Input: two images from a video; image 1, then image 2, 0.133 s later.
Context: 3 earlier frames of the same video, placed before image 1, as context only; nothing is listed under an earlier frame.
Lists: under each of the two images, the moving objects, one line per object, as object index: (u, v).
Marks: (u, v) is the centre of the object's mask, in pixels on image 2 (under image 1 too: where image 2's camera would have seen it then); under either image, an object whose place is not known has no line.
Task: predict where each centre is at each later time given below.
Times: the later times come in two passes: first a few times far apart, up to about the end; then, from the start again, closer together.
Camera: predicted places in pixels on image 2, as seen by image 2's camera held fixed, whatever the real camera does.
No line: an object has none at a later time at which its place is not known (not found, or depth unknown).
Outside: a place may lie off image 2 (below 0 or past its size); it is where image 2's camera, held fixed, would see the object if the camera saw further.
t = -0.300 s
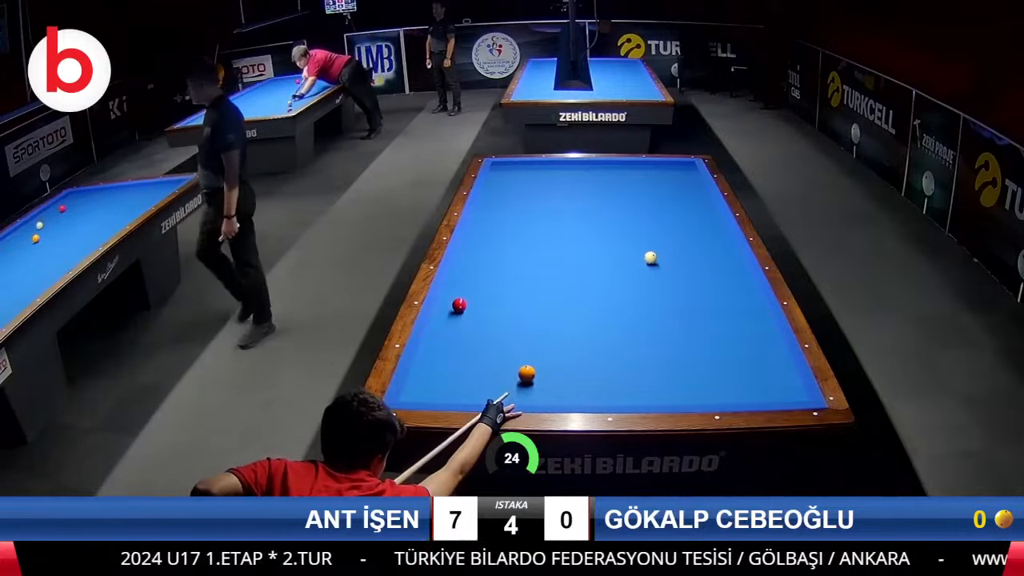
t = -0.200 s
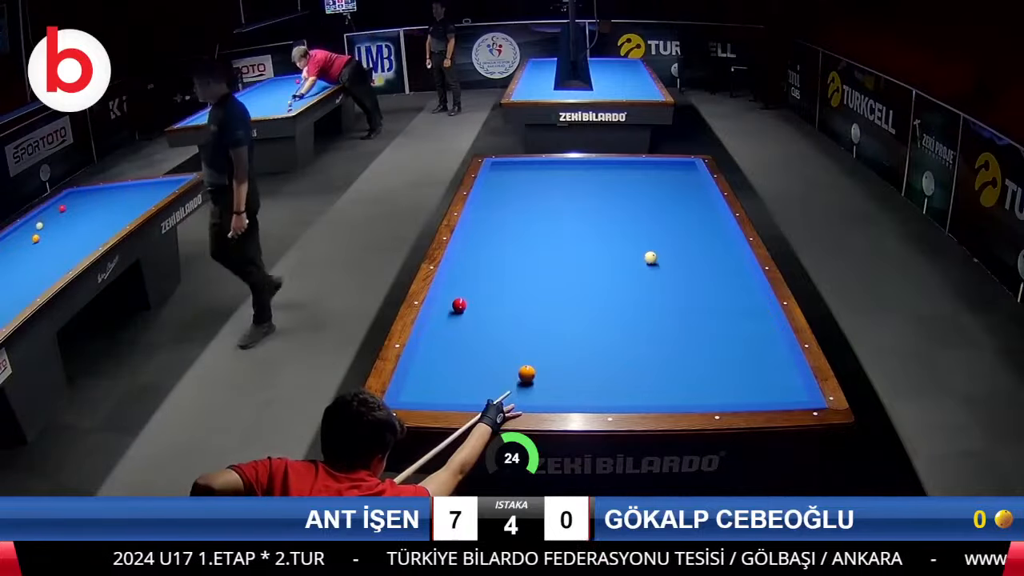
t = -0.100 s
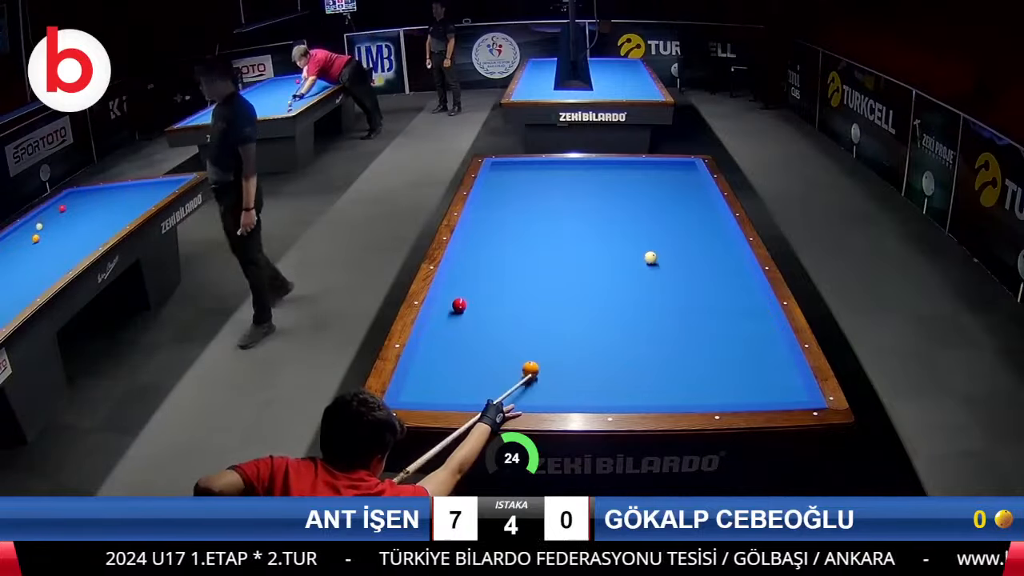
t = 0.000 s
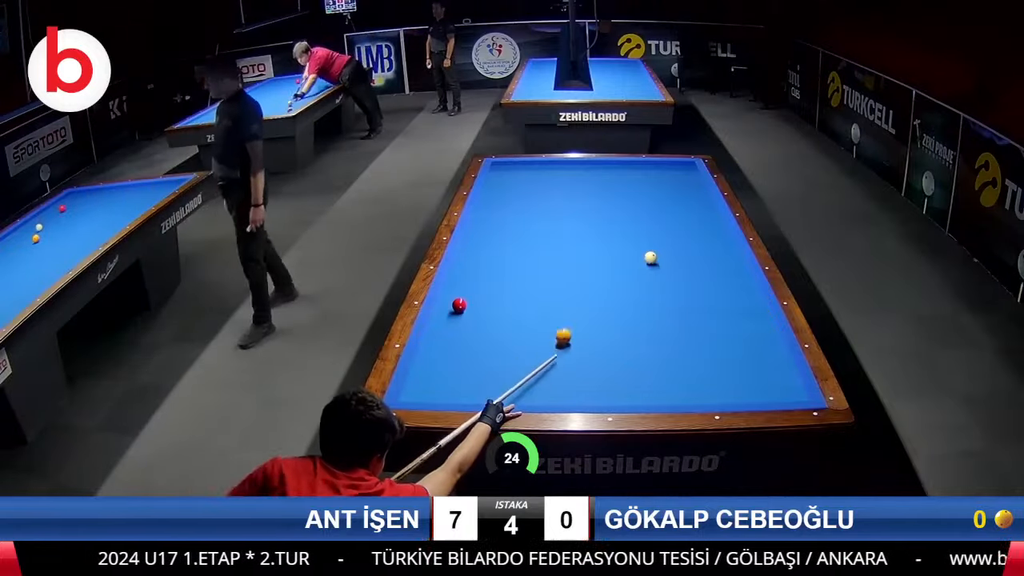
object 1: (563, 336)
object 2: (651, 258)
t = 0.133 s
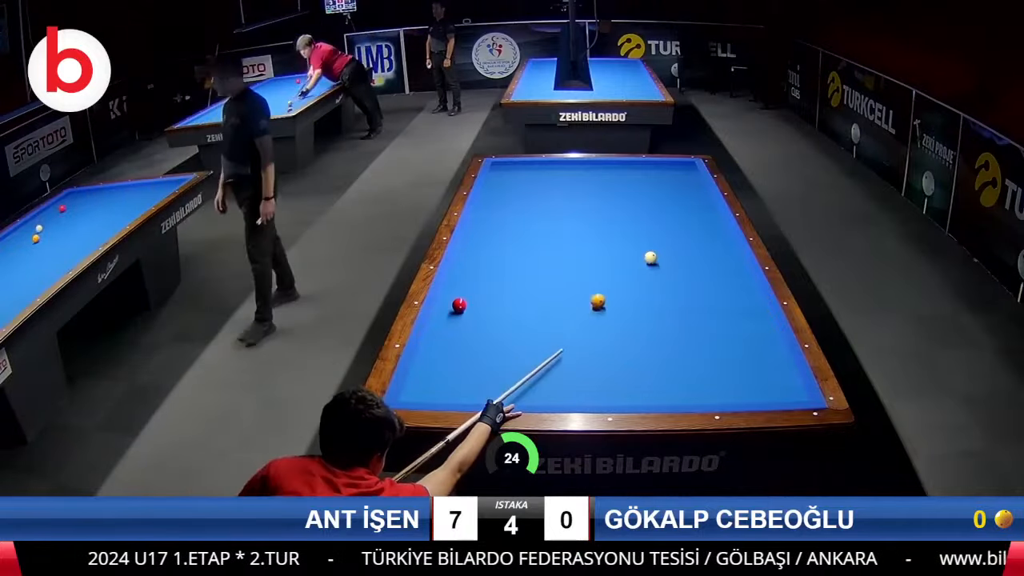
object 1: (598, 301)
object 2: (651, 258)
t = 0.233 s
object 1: (619, 280)
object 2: (651, 258)
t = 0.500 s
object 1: (629, 242)
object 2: (684, 253)
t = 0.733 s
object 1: (623, 217)
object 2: (722, 248)
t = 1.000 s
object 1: (619, 194)
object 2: (711, 243)
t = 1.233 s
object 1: (615, 176)
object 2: (688, 239)
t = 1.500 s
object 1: (615, 164)
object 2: (663, 235)
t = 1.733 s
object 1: (632, 174)
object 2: (641, 231)
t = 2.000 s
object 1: (650, 184)
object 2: (617, 227)
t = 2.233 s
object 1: (667, 193)
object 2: (597, 224)
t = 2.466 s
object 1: (684, 202)
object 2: (578, 221)
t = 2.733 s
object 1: (705, 213)
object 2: (556, 218)
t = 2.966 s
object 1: (719, 223)
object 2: (539, 216)
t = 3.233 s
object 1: (717, 237)
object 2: (519, 213)
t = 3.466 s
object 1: (714, 250)
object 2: (504, 210)
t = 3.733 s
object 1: (711, 265)
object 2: (486, 208)
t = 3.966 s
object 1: (708, 280)
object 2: (483, 207)
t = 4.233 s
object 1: (704, 299)
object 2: (493, 205)
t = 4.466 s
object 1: (700, 317)
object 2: (501, 204)
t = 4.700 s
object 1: (696, 336)
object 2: (509, 203)
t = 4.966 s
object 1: (689, 361)
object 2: (517, 201)
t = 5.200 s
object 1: (683, 383)
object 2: (524, 201)
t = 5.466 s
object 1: (669, 394)
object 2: (531, 200)
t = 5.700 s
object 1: (648, 382)
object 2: (537, 199)
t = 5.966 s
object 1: (625, 369)
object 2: (544, 198)
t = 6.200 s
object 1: (607, 358)
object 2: (549, 197)
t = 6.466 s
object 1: (587, 347)
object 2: (554, 197)
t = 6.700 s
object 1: (571, 338)
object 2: (559, 196)
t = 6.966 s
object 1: (554, 328)
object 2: (563, 196)
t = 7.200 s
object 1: (540, 319)
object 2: (567, 195)
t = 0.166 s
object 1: (605, 293)
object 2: (651, 258)
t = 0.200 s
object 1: (612, 286)
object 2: (651, 258)
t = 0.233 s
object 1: (619, 280)
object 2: (651, 258)
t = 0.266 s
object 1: (625, 274)
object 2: (651, 258)
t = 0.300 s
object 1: (631, 267)
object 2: (651, 258)
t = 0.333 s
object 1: (636, 262)
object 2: (651, 258)
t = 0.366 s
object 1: (637, 257)
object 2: (655, 257)
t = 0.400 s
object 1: (635, 253)
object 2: (663, 256)
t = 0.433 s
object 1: (632, 249)
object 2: (670, 255)
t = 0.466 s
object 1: (630, 246)
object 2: (677, 254)
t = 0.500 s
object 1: (629, 242)
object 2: (684, 253)
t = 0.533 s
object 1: (627, 238)
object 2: (690, 252)
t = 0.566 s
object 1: (626, 234)
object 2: (696, 251)
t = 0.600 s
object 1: (626, 231)
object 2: (701, 251)
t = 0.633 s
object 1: (625, 227)
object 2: (706, 250)
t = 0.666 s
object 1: (624, 224)
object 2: (712, 249)
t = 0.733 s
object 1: (623, 217)
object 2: (722, 248)
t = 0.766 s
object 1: (622, 214)
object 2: (727, 247)
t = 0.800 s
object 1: (622, 211)
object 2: (732, 246)
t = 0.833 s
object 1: (621, 208)
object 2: (730, 246)
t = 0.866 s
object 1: (621, 205)
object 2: (726, 245)
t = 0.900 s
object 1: (620, 202)
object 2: (722, 245)
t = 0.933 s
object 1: (620, 199)
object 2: (718, 244)
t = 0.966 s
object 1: (619, 196)
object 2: (714, 244)
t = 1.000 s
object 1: (619, 194)
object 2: (711, 243)
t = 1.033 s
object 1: (618, 191)
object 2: (708, 242)
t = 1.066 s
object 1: (617, 188)
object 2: (704, 242)
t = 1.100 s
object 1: (617, 186)
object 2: (701, 241)
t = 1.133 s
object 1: (616, 183)
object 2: (698, 241)
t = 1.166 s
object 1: (616, 181)
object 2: (695, 240)
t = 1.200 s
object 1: (615, 179)
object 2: (691, 239)
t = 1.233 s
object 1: (615, 176)
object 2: (688, 239)
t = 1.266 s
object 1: (614, 174)
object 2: (684, 238)
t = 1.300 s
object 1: (614, 172)
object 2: (681, 238)
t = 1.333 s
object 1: (613, 170)
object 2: (679, 237)
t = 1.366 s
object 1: (613, 168)
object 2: (675, 237)
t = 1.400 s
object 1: (613, 165)
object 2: (672, 236)
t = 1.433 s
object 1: (612, 163)
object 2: (669, 236)
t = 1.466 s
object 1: (613, 163)
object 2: (666, 235)
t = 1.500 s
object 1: (615, 164)
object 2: (663, 235)
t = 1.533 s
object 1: (618, 166)
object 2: (659, 234)
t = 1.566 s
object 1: (620, 167)
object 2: (656, 234)
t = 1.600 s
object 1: (622, 169)
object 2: (653, 233)
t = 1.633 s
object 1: (625, 170)
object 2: (650, 233)
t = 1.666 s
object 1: (627, 172)
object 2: (647, 232)
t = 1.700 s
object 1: (630, 173)
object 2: (644, 231)
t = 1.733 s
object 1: (632, 174)
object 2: (641, 231)
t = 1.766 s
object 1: (634, 176)
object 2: (638, 230)
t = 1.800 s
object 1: (637, 177)
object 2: (634, 230)
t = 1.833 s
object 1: (639, 178)
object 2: (632, 230)
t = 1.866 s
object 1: (641, 179)
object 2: (629, 229)
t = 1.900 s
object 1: (644, 180)
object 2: (626, 228)
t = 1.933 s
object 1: (645, 182)
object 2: (623, 228)
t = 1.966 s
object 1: (648, 183)
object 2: (620, 228)
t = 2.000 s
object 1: (650, 184)
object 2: (617, 227)
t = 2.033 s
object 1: (653, 185)
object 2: (614, 227)
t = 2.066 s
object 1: (655, 186)
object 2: (611, 226)
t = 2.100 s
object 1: (657, 188)
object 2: (608, 226)
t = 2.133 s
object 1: (660, 189)
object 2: (605, 225)
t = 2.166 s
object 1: (662, 190)
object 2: (603, 225)
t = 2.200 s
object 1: (665, 192)
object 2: (600, 225)
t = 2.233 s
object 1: (667, 193)
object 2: (597, 224)
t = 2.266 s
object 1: (670, 194)
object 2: (594, 224)
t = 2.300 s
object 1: (672, 195)
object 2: (591, 223)
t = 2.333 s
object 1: (674, 197)
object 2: (588, 223)
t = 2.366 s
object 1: (677, 198)
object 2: (585, 222)
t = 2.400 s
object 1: (679, 199)
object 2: (583, 222)
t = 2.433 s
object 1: (682, 200)
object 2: (580, 221)
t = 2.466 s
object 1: (684, 202)
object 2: (578, 221)
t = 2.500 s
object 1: (687, 203)
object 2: (575, 221)
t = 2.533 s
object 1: (689, 204)
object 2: (572, 220)
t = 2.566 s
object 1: (692, 206)
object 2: (569, 220)
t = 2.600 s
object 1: (695, 207)
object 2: (567, 219)
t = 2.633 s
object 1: (697, 209)
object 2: (564, 219)
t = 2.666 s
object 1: (700, 210)
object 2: (562, 219)
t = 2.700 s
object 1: (703, 211)
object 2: (559, 219)
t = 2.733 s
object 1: (705, 213)
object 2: (556, 218)
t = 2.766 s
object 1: (708, 214)
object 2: (554, 218)
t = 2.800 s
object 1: (711, 215)
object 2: (551, 217)
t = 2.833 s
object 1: (713, 217)
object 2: (549, 217)
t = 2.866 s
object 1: (716, 219)
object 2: (546, 216)
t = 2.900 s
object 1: (719, 220)
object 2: (543, 216)
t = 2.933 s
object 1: (720, 221)
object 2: (541, 216)
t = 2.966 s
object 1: (719, 223)
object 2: (539, 216)
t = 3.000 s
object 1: (719, 224)
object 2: (536, 215)
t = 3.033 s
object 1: (719, 226)
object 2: (534, 215)
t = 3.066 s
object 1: (718, 228)
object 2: (531, 214)
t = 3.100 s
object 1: (718, 230)
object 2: (529, 214)
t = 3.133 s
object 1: (718, 231)
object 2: (526, 214)
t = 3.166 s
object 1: (718, 233)
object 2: (524, 213)
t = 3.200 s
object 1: (717, 235)
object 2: (522, 213)
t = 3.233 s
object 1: (717, 237)
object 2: (519, 213)
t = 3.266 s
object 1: (716, 238)
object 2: (517, 212)
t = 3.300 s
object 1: (716, 240)
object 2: (515, 212)
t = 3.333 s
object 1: (716, 242)
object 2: (513, 212)
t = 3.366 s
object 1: (715, 244)
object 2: (510, 211)
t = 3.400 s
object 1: (715, 246)
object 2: (508, 211)
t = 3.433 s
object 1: (715, 248)
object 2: (506, 211)
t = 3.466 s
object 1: (714, 250)
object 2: (504, 210)
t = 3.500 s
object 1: (714, 251)
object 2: (501, 210)
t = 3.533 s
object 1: (714, 253)
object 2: (499, 210)
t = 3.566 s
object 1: (713, 256)
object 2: (497, 210)
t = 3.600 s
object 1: (713, 257)
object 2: (495, 209)
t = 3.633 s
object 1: (712, 259)
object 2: (493, 209)
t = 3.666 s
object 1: (712, 261)
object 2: (491, 209)
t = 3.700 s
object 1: (711, 263)
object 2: (489, 208)
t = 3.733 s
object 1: (711, 265)
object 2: (486, 208)
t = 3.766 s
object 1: (711, 268)
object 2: (484, 208)
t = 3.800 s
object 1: (710, 269)
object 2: (482, 208)
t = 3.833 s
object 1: (710, 272)
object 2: (480, 207)
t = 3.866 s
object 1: (709, 274)
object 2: (480, 207)
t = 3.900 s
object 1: (709, 276)
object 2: (481, 206)
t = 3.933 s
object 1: (709, 278)
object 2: (482, 207)
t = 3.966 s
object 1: (708, 280)
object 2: (483, 207)
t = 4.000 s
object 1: (708, 282)
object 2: (485, 206)
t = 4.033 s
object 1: (707, 285)
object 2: (486, 206)
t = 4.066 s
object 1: (707, 287)
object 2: (487, 206)
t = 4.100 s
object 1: (706, 289)
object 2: (488, 206)
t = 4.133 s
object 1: (705, 292)
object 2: (490, 205)
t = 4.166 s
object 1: (705, 294)
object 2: (491, 205)
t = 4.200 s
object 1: (705, 297)
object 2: (492, 205)
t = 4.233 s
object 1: (704, 299)
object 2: (493, 205)
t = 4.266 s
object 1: (703, 302)
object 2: (494, 205)
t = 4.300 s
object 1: (703, 304)
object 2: (495, 205)
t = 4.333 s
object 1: (702, 307)
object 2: (497, 205)
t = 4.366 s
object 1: (702, 309)
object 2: (498, 204)
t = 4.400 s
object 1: (701, 312)
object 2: (499, 204)
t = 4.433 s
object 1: (700, 314)
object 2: (500, 204)
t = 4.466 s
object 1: (700, 317)
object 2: (501, 204)
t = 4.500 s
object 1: (699, 320)
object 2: (502, 204)
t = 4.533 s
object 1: (699, 322)
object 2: (503, 204)
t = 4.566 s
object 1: (698, 325)
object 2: (505, 203)
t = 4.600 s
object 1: (697, 328)
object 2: (505, 203)
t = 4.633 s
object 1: (697, 331)
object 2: (506, 203)
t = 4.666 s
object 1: (696, 334)
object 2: (508, 203)
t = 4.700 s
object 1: (696, 336)
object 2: (509, 203)
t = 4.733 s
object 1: (695, 339)
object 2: (510, 203)
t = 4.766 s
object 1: (694, 342)
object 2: (511, 202)
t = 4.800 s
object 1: (693, 345)
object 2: (512, 202)
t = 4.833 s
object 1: (692, 348)
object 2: (513, 202)
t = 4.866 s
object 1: (692, 351)
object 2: (514, 202)
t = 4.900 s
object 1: (691, 354)
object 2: (515, 202)
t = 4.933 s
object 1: (690, 357)
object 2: (516, 202)
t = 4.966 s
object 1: (689, 361)
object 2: (517, 201)
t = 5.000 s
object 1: (689, 364)
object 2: (518, 201)
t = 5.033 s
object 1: (688, 367)
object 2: (519, 201)
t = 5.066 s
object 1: (687, 370)
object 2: (520, 201)
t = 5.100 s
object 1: (686, 373)
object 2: (521, 201)
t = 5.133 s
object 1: (685, 377)
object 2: (522, 201)
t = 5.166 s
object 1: (684, 380)
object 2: (523, 201)
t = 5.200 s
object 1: (683, 383)
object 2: (524, 201)
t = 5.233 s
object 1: (683, 386)
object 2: (525, 200)
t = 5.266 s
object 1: (682, 390)
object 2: (526, 200)
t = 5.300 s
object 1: (681, 393)
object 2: (527, 200)
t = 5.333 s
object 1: (680, 396)
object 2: (528, 200)
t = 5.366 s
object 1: (679, 398)
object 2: (529, 200)
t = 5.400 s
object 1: (675, 397)
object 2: (530, 200)
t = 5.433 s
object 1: (672, 396)
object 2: (531, 200)
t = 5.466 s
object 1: (669, 394)
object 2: (531, 200)
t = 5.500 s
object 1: (666, 393)
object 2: (532, 199)
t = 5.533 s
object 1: (662, 391)
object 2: (533, 199)
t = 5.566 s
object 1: (660, 389)
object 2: (534, 199)
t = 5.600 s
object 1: (657, 387)
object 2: (535, 199)
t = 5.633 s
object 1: (654, 385)
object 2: (536, 199)
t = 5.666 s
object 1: (651, 384)
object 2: (537, 199)
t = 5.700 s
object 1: (648, 382)
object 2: (537, 199)
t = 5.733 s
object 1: (645, 381)
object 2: (538, 199)
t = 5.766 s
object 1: (642, 378)
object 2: (539, 199)
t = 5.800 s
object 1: (639, 377)
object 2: (540, 198)
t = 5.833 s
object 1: (636, 375)
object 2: (541, 198)
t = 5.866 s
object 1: (633, 374)
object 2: (542, 198)
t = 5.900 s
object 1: (631, 372)
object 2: (542, 198)
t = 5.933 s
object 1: (628, 370)
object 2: (543, 198)
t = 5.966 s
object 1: (625, 369)
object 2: (544, 198)
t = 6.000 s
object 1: (623, 367)
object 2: (545, 198)
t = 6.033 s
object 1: (620, 366)
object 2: (545, 198)
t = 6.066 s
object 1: (617, 364)
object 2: (546, 198)
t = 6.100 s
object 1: (615, 363)
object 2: (547, 197)
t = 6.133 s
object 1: (612, 361)
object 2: (548, 197)
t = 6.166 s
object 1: (609, 360)
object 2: (549, 197)
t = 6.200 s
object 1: (607, 358)
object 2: (549, 197)
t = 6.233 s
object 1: (604, 357)
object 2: (550, 197)
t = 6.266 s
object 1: (602, 355)
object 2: (551, 197)
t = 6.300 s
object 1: (599, 354)
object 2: (551, 197)
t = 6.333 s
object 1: (597, 352)
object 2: (552, 197)
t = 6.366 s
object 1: (594, 351)
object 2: (553, 197)
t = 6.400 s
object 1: (592, 350)
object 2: (553, 197)
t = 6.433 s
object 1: (589, 348)
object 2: (554, 197)
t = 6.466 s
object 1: (587, 347)
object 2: (554, 197)
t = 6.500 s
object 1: (585, 346)
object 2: (555, 196)
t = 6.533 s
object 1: (583, 344)
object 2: (556, 196)
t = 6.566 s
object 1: (580, 343)
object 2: (556, 196)
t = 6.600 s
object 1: (578, 341)
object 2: (557, 196)
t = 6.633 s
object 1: (576, 340)
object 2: (557, 196)
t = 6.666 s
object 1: (573, 339)
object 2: (558, 196)
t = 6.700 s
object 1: (571, 338)
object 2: (559, 196)
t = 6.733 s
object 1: (569, 336)
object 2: (560, 196)
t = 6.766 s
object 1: (567, 335)
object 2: (560, 196)
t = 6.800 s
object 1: (565, 334)
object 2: (561, 196)
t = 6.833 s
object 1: (563, 333)
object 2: (561, 196)
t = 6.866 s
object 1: (561, 331)
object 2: (562, 196)
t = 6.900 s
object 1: (558, 330)
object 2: (562, 196)
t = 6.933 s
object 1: (556, 329)
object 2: (563, 196)
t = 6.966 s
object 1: (554, 328)
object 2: (563, 196)
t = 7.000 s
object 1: (552, 326)
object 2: (564, 195)
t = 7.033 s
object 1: (550, 325)
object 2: (565, 195)
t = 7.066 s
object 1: (548, 324)
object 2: (565, 195)
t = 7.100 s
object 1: (546, 323)
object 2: (565, 195)
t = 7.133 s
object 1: (544, 322)
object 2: (566, 195)
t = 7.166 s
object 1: (542, 321)
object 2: (567, 195)
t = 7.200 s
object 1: (540, 319)
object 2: (567, 195)
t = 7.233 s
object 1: (539, 318)
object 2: (568, 195)
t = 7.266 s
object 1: (537, 317)
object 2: (568, 195)
